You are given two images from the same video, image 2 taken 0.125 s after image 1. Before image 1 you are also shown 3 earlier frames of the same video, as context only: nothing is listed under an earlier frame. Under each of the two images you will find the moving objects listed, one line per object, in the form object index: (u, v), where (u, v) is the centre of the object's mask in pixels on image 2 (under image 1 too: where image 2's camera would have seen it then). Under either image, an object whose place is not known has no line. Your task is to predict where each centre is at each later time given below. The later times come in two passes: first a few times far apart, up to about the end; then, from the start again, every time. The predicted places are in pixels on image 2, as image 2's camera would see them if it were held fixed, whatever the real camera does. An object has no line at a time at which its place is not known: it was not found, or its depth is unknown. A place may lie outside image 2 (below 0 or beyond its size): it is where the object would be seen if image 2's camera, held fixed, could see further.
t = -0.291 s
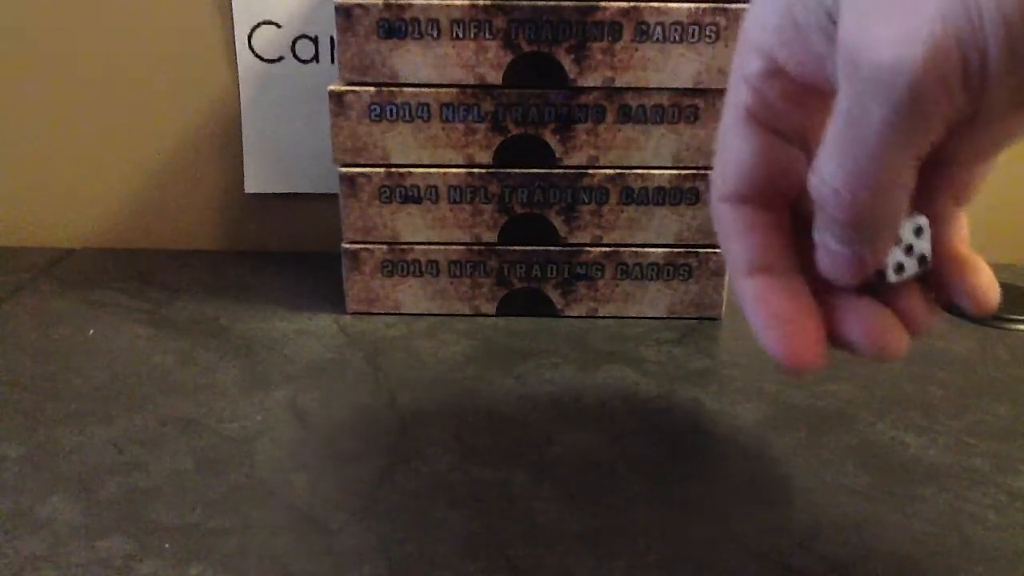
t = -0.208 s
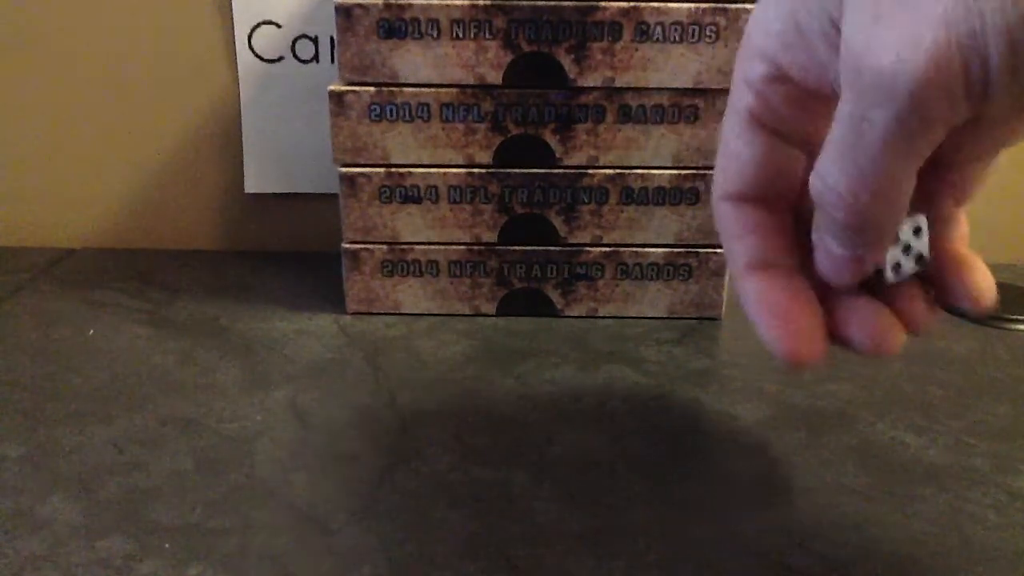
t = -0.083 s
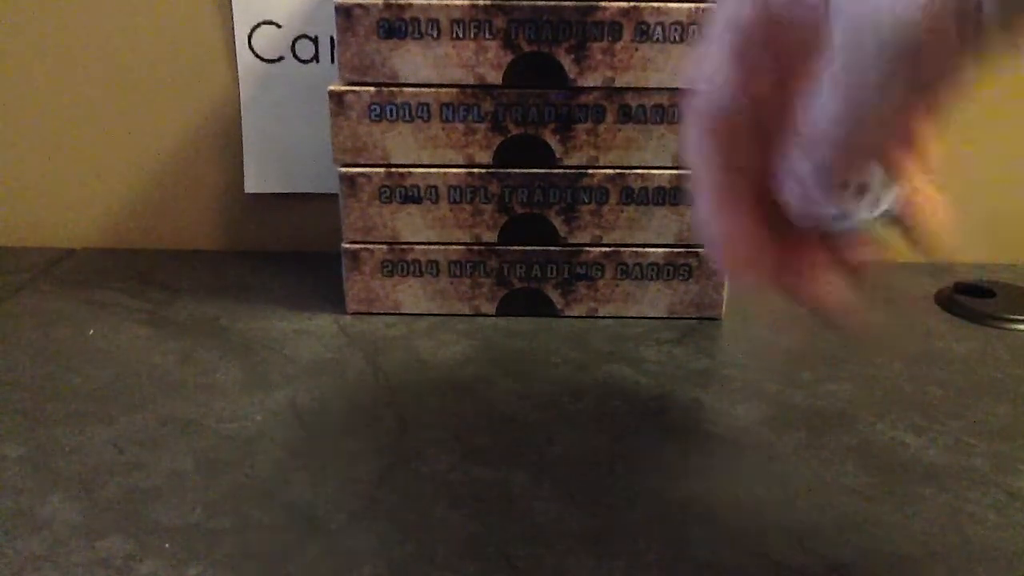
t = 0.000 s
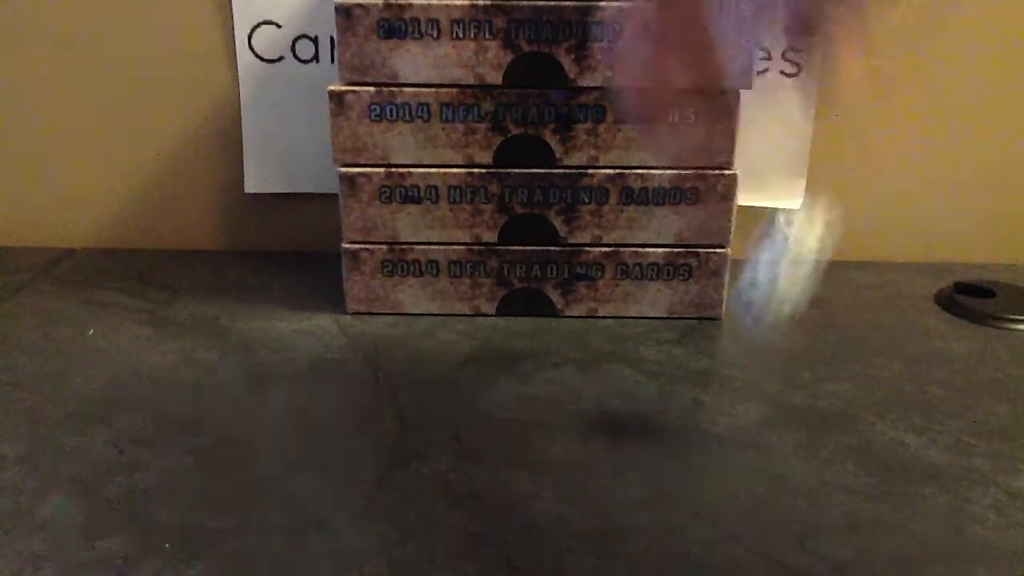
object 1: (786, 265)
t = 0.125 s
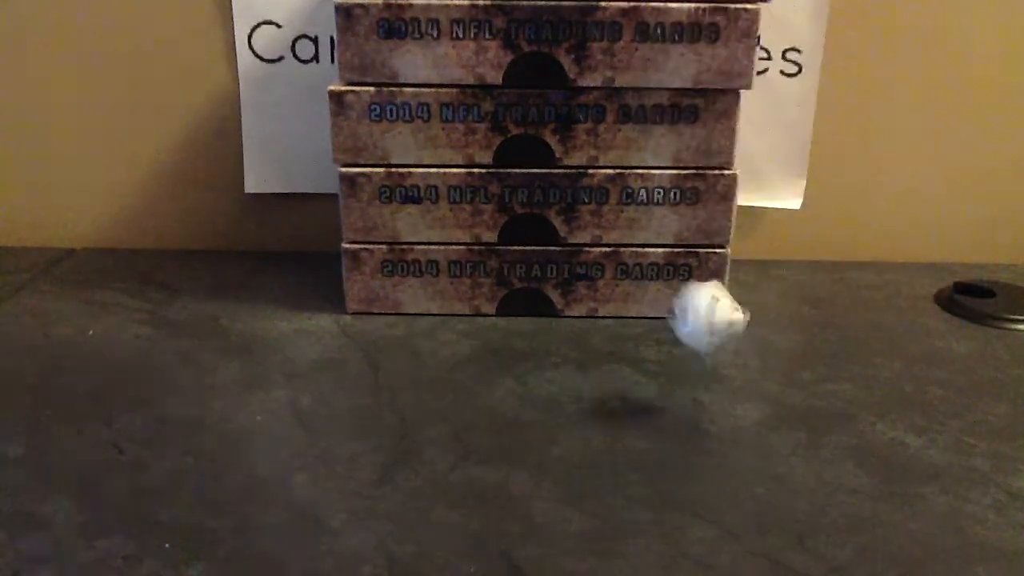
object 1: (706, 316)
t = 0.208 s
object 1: (673, 355)
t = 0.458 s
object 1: (617, 340)
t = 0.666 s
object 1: (609, 342)
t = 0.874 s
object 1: (609, 342)
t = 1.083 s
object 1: (609, 342)
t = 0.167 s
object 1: (691, 325)
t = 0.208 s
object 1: (673, 355)
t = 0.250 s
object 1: (666, 328)
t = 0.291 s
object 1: (653, 340)
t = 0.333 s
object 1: (644, 349)
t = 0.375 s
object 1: (631, 339)
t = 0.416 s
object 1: (621, 340)
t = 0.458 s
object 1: (617, 340)
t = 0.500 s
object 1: (613, 340)
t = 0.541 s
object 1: (612, 341)
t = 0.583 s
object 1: (610, 341)
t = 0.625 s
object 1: (609, 342)
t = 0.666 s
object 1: (609, 342)
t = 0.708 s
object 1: (609, 342)
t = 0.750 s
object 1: (609, 342)
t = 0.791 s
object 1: (609, 342)
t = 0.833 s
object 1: (609, 342)
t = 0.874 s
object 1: (609, 342)
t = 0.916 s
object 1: (609, 342)
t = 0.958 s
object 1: (609, 342)
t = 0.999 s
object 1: (609, 342)
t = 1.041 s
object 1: (609, 342)
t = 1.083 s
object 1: (609, 342)
